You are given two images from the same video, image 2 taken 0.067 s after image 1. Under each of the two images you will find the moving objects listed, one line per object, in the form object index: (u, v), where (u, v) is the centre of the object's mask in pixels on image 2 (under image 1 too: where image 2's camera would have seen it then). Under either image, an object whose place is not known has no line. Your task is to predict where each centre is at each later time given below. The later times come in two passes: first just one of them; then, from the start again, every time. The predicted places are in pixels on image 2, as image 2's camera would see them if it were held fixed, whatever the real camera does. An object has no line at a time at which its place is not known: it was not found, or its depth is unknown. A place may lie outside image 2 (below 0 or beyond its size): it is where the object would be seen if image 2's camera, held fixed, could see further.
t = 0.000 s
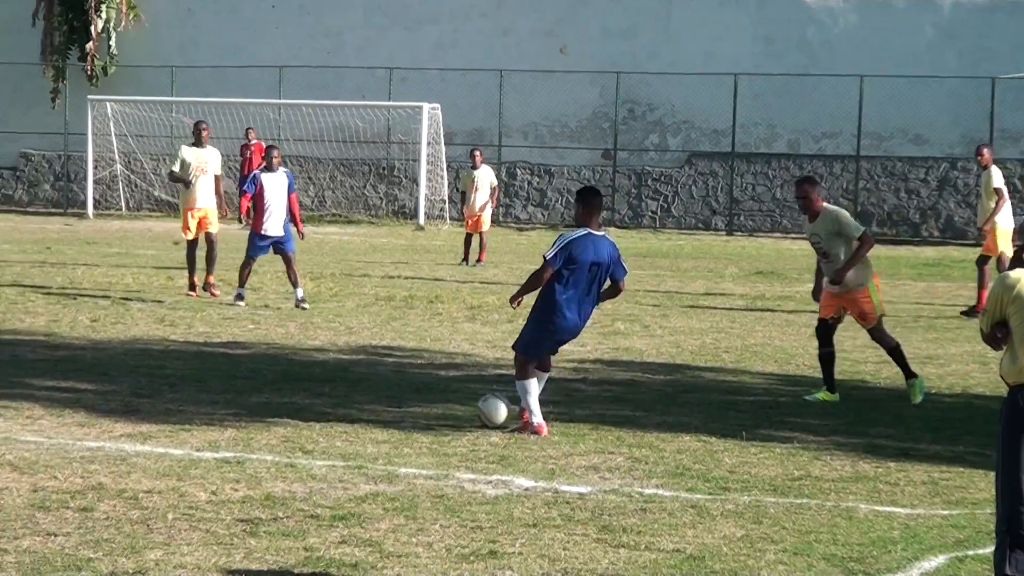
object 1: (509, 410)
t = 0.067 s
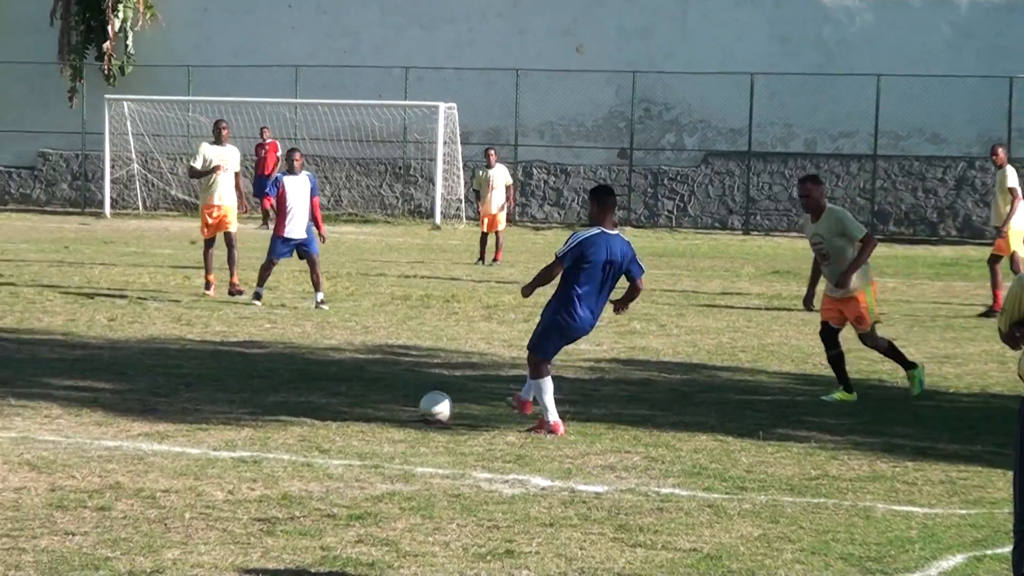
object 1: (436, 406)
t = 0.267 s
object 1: (263, 378)
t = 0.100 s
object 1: (405, 396)
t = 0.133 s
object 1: (377, 391)
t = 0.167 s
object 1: (348, 385)
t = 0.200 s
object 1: (319, 382)
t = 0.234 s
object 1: (292, 379)
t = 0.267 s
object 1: (263, 378)
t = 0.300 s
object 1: (233, 378)
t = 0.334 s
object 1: (204, 383)
